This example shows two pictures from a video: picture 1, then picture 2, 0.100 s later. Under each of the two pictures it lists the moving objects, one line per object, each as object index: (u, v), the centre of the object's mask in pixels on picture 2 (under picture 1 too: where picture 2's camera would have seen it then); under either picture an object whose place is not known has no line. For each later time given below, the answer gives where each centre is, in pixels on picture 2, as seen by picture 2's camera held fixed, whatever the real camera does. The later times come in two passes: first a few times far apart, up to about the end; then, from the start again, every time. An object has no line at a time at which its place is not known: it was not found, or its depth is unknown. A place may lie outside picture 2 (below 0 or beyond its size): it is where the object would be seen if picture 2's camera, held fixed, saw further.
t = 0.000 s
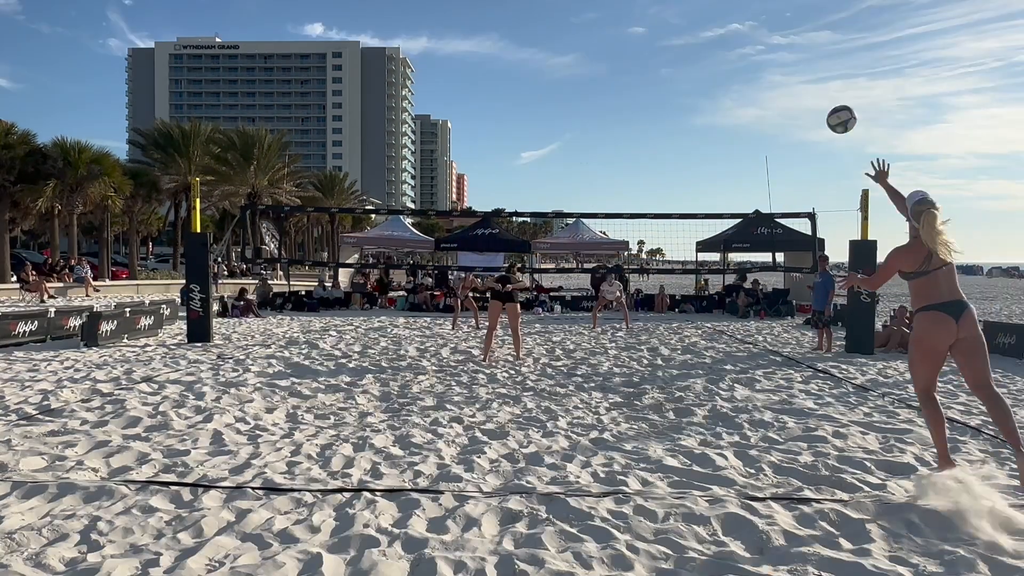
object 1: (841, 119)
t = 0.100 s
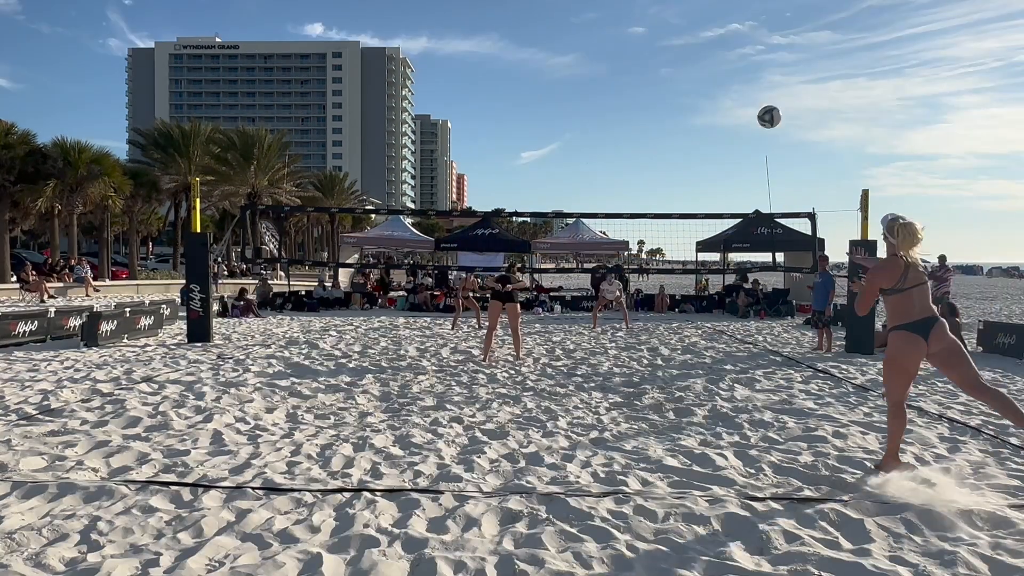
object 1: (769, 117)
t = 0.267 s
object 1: (697, 135)
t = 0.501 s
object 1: (633, 177)
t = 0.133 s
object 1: (751, 119)
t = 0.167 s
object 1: (736, 122)
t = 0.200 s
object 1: (721, 125)
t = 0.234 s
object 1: (709, 130)
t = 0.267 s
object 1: (697, 135)
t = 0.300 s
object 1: (686, 140)
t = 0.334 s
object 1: (675, 146)
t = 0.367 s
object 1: (666, 152)
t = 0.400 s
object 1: (657, 158)
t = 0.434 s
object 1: (648, 164)
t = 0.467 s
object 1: (640, 170)
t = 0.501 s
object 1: (633, 177)
